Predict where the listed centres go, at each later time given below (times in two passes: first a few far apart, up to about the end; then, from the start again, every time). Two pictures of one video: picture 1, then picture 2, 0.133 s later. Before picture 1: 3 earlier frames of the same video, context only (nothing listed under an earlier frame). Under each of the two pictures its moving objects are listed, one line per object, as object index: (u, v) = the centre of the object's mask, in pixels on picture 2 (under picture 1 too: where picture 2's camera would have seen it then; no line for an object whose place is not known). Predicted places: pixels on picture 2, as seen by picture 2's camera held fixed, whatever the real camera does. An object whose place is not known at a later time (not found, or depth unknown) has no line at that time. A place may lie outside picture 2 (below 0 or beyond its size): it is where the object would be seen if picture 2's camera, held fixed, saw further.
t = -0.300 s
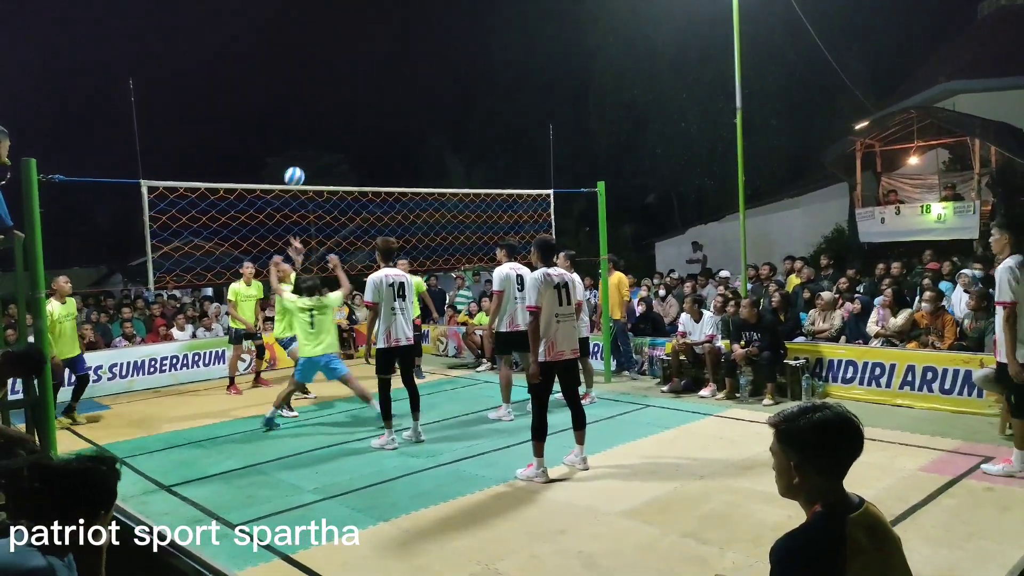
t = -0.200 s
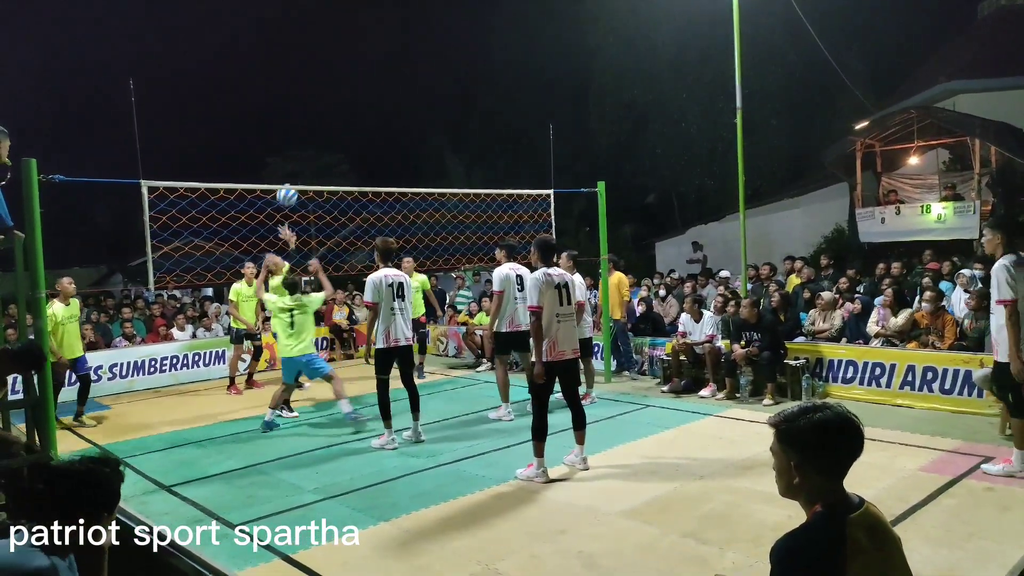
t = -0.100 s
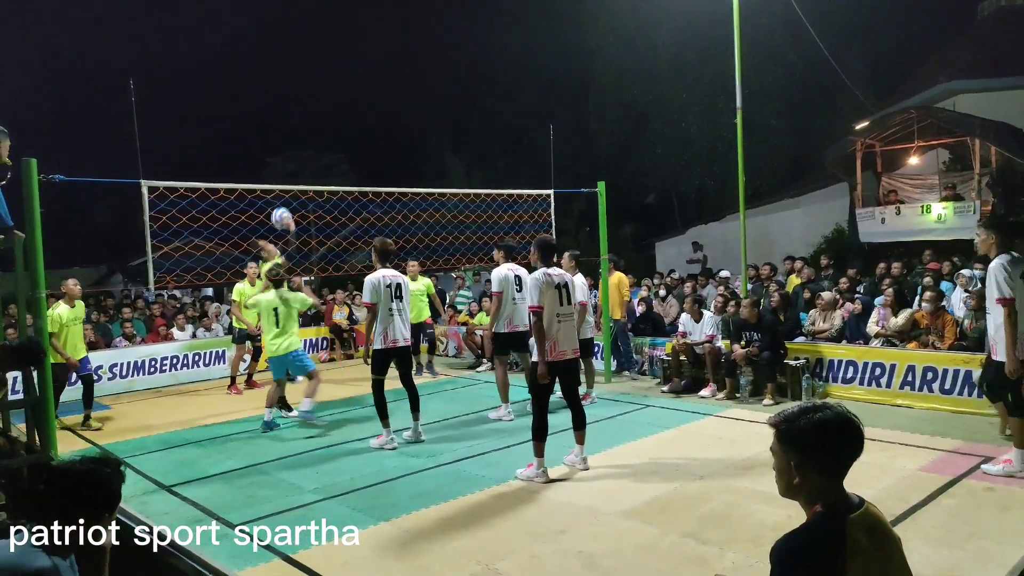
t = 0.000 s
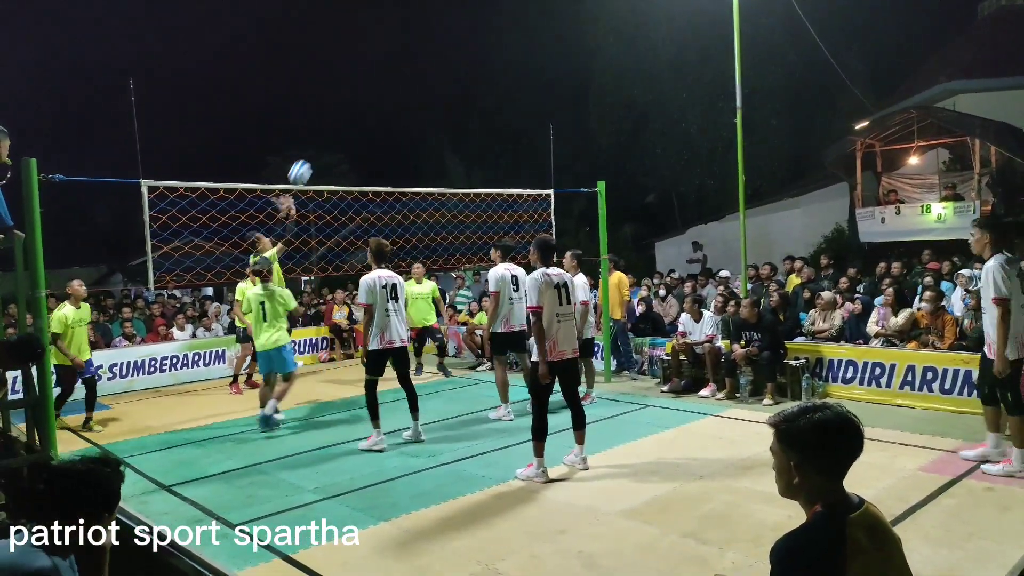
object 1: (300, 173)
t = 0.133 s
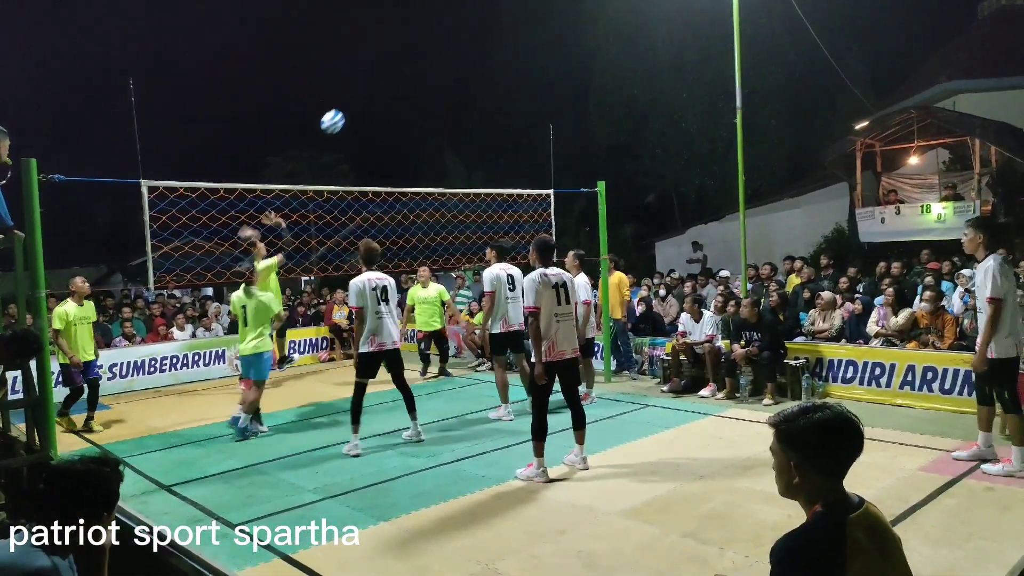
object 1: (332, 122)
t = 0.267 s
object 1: (365, 88)
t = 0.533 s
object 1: (426, 69)
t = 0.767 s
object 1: (477, 101)
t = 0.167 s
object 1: (341, 112)
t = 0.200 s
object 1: (349, 103)
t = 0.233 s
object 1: (357, 95)
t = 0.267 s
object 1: (365, 88)
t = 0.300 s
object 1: (373, 82)
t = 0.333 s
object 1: (380, 78)
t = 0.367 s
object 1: (388, 74)
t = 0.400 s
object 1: (396, 71)
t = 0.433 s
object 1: (403, 69)
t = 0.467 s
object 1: (411, 68)
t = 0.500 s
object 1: (418, 68)
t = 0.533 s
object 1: (426, 69)
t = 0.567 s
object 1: (433, 71)
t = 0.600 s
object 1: (440, 74)
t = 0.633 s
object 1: (448, 78)
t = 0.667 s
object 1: (455, 82)
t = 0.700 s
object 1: (462, 88)
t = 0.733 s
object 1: (469, 94)
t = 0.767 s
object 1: (477, 101)
